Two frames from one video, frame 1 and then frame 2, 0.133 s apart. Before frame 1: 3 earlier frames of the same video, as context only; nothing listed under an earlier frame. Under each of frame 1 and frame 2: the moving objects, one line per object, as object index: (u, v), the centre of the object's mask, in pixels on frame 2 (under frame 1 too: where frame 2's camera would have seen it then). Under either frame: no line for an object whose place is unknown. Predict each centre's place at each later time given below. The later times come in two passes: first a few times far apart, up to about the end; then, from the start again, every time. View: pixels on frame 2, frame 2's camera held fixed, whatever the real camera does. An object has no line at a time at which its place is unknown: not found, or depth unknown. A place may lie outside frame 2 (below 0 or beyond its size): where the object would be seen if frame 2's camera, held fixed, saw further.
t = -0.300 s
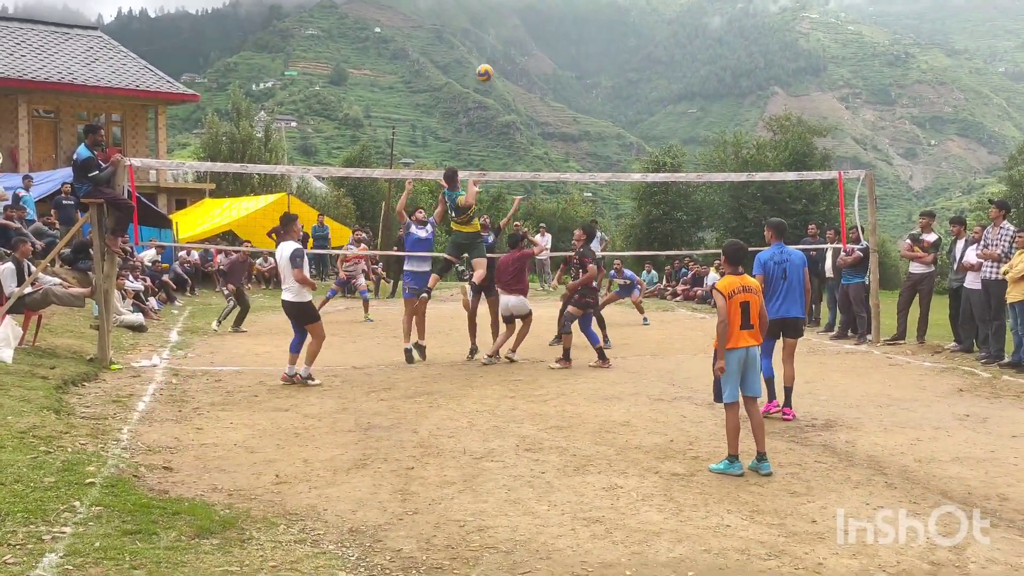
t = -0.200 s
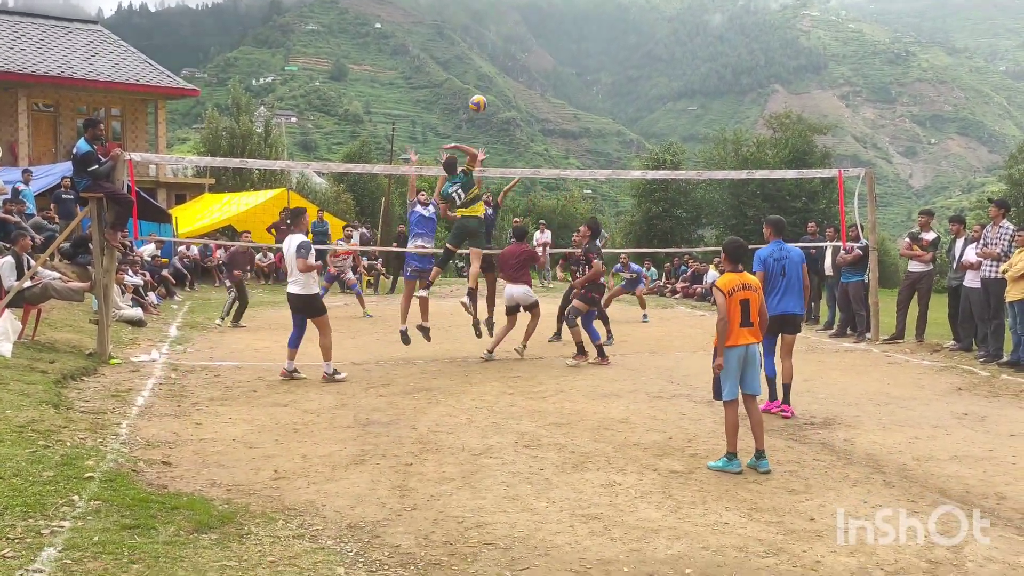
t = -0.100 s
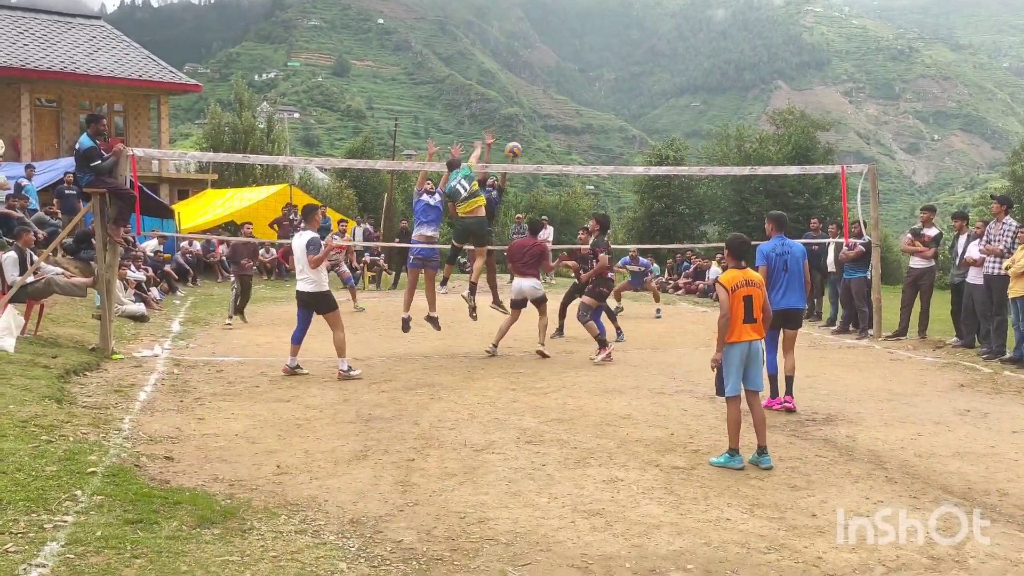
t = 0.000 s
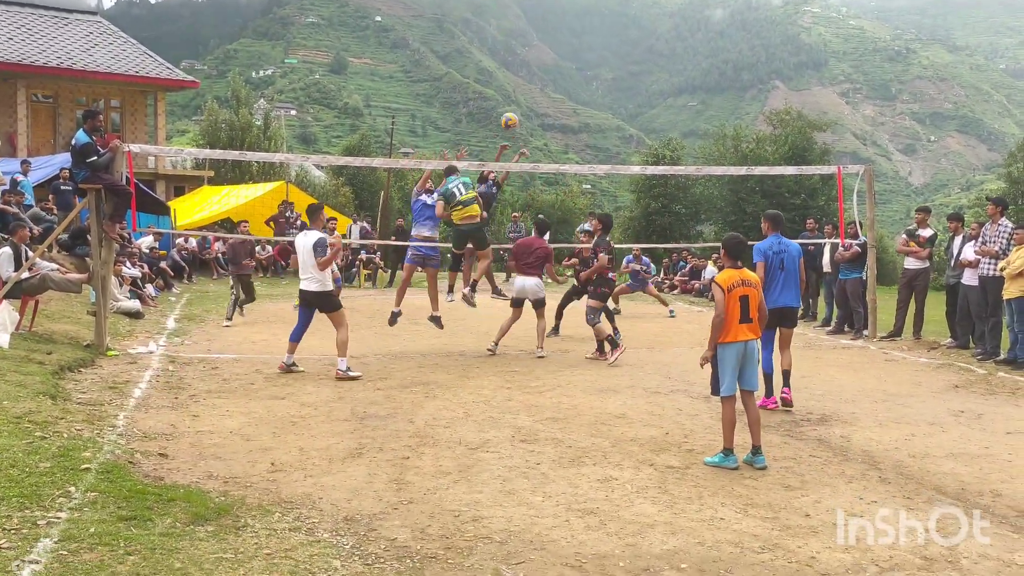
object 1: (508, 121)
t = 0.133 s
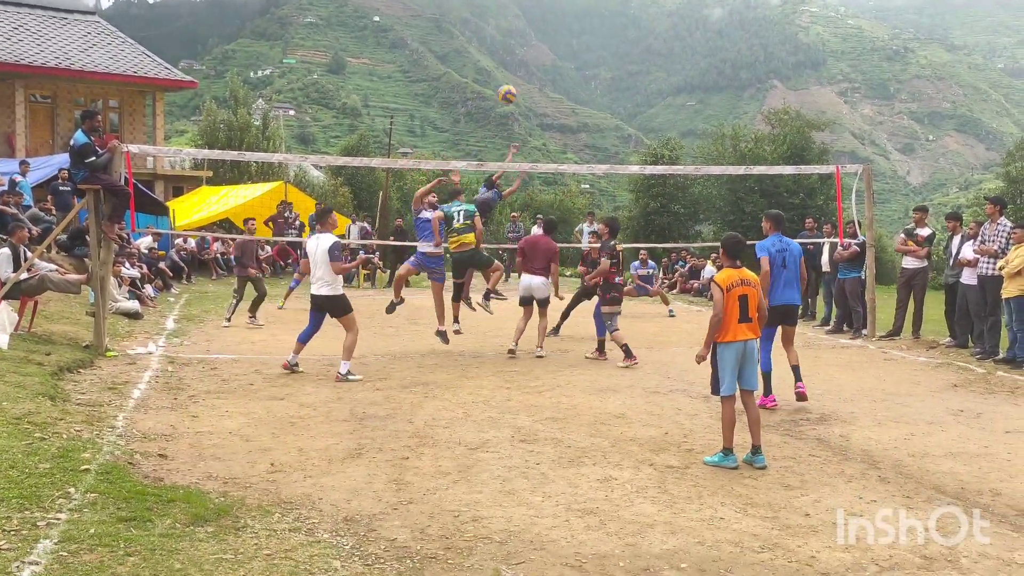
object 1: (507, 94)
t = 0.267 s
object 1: (505, 81)
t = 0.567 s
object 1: (500, 121)
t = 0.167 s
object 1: (506, 89)
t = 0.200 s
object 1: (506, 86)
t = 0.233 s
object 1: (505, 83)
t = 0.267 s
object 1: (505, 81)
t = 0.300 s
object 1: (504, 81)
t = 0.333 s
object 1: (504, 81)
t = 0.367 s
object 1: (503, 82)
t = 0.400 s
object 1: (502, 85)
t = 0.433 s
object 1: (502, 89)
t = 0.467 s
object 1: (501, 95)
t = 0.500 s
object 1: (501, 102)
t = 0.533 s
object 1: (500, 111)
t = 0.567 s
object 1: (500, 121)
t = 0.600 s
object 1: (498, 134)
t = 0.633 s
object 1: (498, 147)
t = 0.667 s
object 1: (497, 164)
